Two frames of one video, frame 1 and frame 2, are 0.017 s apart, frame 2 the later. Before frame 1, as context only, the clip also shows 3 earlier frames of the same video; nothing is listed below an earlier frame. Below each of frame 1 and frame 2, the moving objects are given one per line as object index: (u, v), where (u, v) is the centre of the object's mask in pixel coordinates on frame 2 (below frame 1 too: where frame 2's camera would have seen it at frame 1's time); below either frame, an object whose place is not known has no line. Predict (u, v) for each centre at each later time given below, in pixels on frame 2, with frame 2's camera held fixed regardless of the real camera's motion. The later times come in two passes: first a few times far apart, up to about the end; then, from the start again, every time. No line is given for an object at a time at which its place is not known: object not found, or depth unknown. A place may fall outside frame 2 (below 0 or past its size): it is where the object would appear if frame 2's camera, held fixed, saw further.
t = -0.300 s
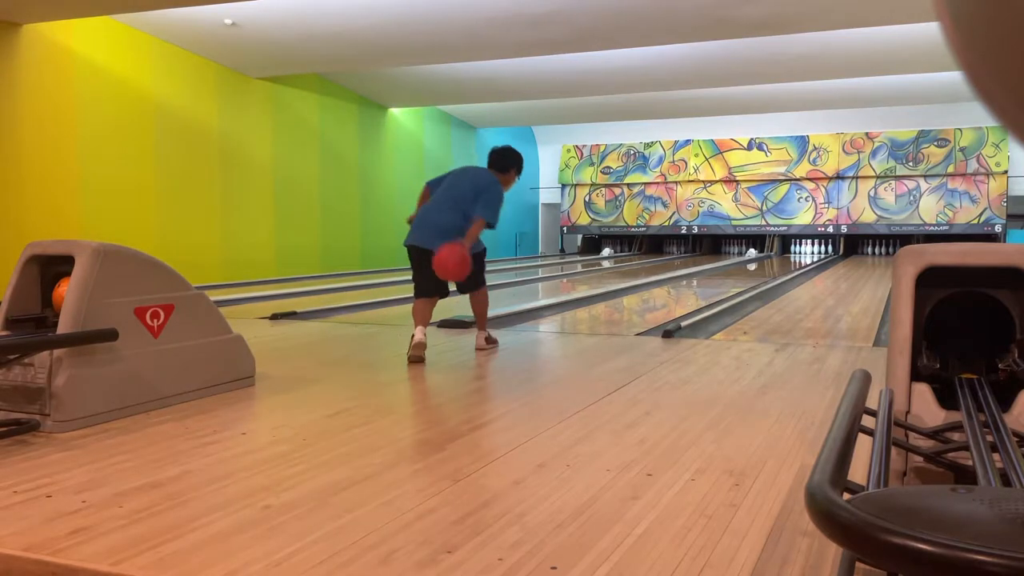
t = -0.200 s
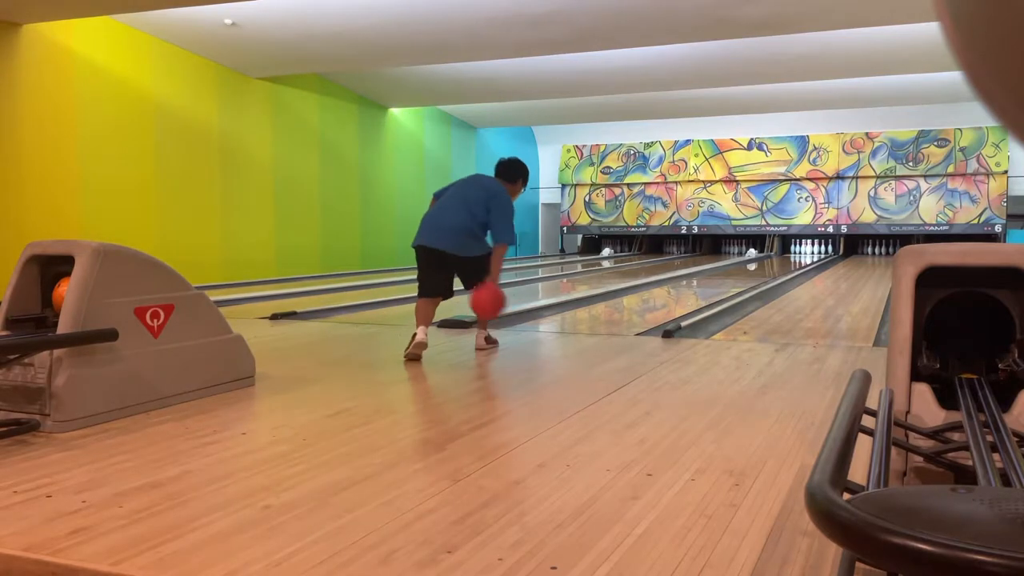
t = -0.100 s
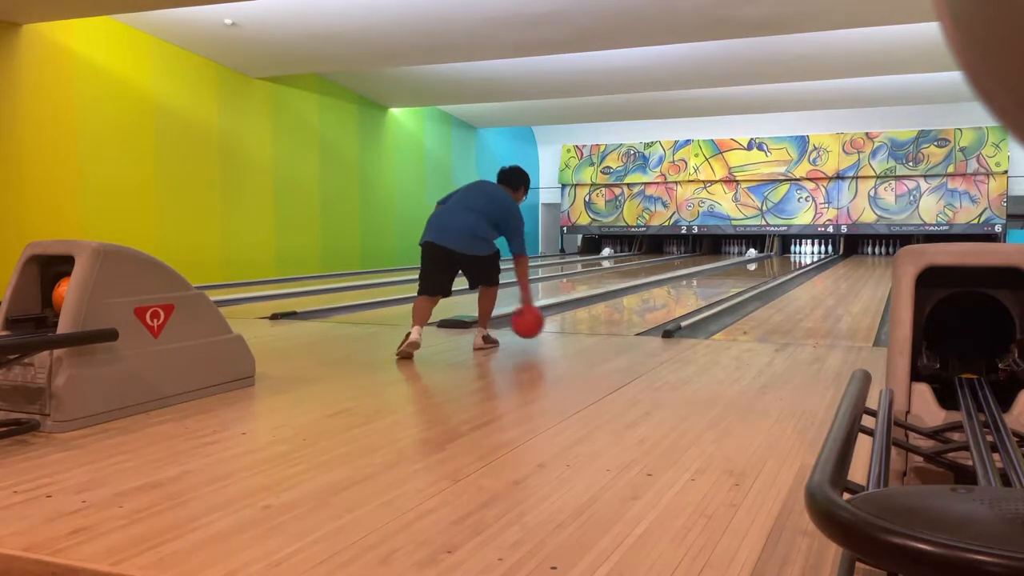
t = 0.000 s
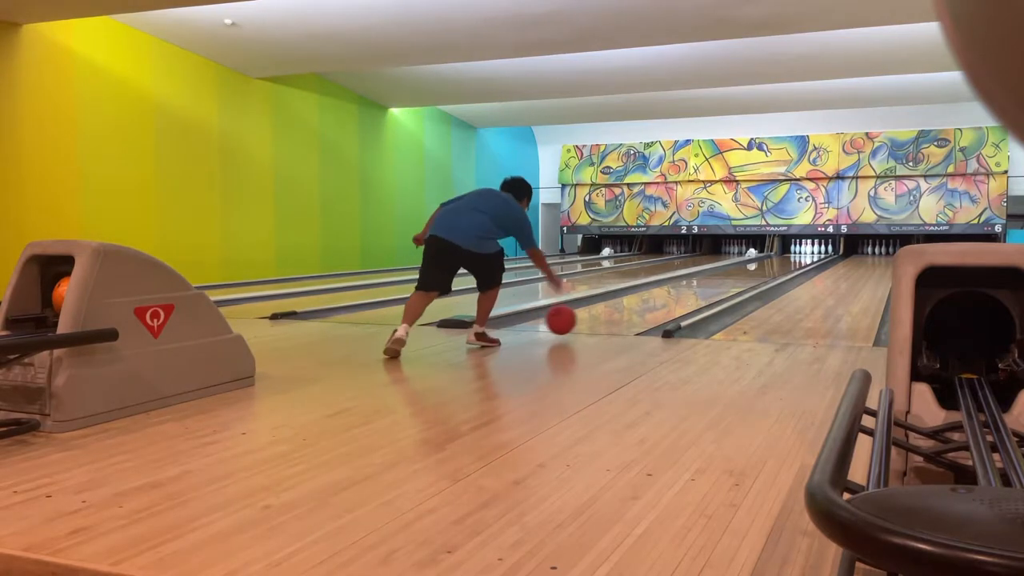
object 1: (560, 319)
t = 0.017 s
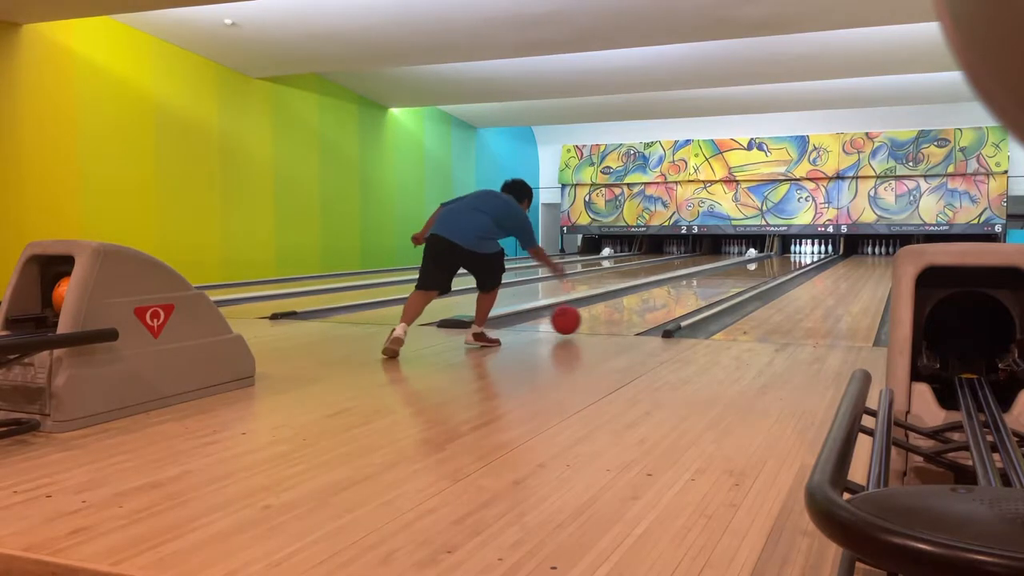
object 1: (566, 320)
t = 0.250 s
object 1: (621, 307)
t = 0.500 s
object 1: (661, 295)
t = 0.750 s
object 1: (689, 287)
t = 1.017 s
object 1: (710, 281)
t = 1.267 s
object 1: (725, 276)
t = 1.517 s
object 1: (738, 272)
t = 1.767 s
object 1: (749, 269)
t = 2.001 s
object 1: (758, 266)
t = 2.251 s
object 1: (766, 263)
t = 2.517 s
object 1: (774, 262)
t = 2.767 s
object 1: (781, 259)
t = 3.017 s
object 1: (786, 257)
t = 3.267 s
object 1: (792, 256)
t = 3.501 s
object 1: (796, 254)
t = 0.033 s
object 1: (570, 320)
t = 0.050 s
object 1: (575, 320)
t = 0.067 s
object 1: (579, 319)
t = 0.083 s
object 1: (584, 317)
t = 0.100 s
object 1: (588, 317)
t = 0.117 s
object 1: (593, 315)
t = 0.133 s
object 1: (596, 314)
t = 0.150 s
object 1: (601, 313)
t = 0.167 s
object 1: (604, 312)
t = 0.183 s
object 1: (608, 311)
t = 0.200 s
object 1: (611, 311)
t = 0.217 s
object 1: (615, 310)
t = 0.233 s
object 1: (618, 308)
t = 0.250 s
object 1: (621, 307)
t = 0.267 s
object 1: (624, 306)
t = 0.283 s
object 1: (627, 306)
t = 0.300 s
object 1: (631, 304)
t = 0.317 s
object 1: (633, 304)
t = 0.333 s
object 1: (636, 302)
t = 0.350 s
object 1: (639, 302)
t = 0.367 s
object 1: (642, 301)
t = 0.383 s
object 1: (644, 300)
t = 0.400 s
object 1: (647, 299)
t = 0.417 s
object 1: (650, 299)
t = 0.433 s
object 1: (652, 298)
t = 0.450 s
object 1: (654, 297)
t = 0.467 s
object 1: (656, 296)
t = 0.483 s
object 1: (659, 296)
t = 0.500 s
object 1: (661, 295)
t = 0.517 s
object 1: (663, 294)
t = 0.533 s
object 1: (666, 294)
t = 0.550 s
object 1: (667, 293)
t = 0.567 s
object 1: (670, 292)
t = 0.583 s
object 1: (672, 292)
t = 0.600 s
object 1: (673, 292)
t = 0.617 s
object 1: (675, 291)
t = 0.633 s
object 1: (677, 291)
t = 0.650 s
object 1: (679, 290)
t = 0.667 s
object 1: (681, 290)
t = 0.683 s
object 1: (682, 289)
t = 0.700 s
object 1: (684, 288)
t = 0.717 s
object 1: (686, 288)
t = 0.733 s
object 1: (687, 288)
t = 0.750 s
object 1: (689, 287)
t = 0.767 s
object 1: (691, 287)
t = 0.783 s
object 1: (692, 286)
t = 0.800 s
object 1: (694, 286)
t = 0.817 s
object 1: (695, 285)
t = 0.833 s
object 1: (697, 285)
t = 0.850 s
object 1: (698, 284)
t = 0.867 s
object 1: (699, 284)
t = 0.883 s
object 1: (701, 284)
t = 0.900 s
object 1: (702, 284)
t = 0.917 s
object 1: (703, 283)
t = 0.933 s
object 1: (705, 283)
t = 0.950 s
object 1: (706, 282)
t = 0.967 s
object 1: (707, 282)
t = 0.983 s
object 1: (708, 282)
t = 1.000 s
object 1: (709, 282)
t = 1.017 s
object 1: (710, 281)
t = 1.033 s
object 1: (711, 281)
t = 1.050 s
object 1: (712, 280)
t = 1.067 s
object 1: (713, 280)
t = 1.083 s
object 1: (714, 280)
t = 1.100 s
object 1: (715, 279)
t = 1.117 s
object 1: (717, 279)
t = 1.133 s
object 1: (718, 279)
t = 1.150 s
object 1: (719, 278)
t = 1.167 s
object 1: (719, 278)
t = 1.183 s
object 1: (720, 278)
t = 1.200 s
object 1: (721, 278)
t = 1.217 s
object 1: (723, 277)
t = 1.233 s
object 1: (723, 277)
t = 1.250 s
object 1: (724, 276)
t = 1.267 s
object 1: (725, 276)
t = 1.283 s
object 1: (726, 276)
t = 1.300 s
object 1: (728, 276)
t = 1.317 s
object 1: (729, 275)
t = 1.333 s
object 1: (729, 275)
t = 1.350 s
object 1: (729, 275)
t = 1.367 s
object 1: (730, 275)
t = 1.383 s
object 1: (731, 274)
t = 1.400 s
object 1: (732, 274)
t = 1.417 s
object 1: (733, 274)
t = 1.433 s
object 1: (734, 273)
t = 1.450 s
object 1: (735, 273)
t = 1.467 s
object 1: (735, 273)
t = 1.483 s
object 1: (737, 272)
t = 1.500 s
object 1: (737, 272)
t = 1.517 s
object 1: (738, 272)
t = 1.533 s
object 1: (738, 272)
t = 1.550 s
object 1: (739, 272)
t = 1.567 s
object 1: (740, 272)
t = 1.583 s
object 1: (741, 272)
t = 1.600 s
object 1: (742, 271)
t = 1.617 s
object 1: (743, 271)
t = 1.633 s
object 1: (743, 271)
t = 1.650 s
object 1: (744, 271)
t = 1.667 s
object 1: (745, 270)
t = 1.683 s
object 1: (745, 270)
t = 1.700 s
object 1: (746, 270)
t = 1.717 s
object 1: (746, 270)
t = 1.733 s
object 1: (747, 270)
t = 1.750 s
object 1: (748, 270)
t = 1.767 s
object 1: (749, 269)
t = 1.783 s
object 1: (750, 269)
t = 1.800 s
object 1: (750, 269)
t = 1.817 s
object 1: (751, 269)
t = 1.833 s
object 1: (751, 268)
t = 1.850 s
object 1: (751, 268)
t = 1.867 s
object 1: (753, 268)
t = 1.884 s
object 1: (755, 267)
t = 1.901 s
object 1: (755, 267)
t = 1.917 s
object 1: (755, 267)
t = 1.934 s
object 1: (756, 267)
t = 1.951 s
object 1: (757, 266)
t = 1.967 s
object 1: (758, 266)
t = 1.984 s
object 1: (758, 266)
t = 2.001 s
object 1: (758, 266)
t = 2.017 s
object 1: (759, 266)
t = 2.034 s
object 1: (760, 265)
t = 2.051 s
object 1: (760, 265)
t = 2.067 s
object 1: (761, 265)
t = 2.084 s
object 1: (762, 265)
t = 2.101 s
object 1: (762, 265)
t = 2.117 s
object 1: (762, 265)
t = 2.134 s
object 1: (763, 265)
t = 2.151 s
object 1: (763, 264)
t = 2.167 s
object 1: (764, 264)
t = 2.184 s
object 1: (764, 264)
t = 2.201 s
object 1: (765, 264)
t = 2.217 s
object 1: (765, 264)
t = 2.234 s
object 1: (766, 263)
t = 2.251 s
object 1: (766, 263)
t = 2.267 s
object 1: (767, 263)
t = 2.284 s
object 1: (767, 263)
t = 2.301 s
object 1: (768, 263)
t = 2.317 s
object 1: (768, 263)
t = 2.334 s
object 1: (769, 263)
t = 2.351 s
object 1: (771, 262)
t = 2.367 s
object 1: (771, 262)
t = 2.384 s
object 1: (771, 262)
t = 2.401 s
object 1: (772, 262)
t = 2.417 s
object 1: (772, 262)
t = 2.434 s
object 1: (772, 262)
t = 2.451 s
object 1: (773, 262)
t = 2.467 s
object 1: (773, 262)
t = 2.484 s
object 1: (773, 262)
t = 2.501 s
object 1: (773, 262)
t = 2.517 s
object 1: (774, 262)
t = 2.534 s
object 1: (774, 261)
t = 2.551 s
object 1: (775, 261)
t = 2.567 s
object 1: (776, 261)
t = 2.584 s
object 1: (776, 261)
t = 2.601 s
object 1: (777, 260)
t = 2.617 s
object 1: (777, 260)
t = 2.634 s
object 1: (777, 260)
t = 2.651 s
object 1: (778, 260)
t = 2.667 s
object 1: (778, 260)
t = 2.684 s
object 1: (778, 260)
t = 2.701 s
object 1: (778, 260)
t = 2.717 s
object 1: (779, 260)
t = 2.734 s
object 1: (779, 260)
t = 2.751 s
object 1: (780, 259)
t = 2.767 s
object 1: (781, 259)
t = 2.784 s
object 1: (781, 259)
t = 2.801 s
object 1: (781, 259)
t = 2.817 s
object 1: (782, 259)
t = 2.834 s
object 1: (782, 259)
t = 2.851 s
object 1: (783, 259)
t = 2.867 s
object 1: (783, 258)
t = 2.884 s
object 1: (783, 258)
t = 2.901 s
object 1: (784, 258)
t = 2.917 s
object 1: (784, 258)
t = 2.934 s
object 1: (784, 258)
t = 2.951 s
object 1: (785, 258)
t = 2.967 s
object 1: (785, 258)
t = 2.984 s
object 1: (786, 258)
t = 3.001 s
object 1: (786, 257)
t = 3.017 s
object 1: (786, 257)
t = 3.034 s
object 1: (787, 257)
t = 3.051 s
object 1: (787, 257)
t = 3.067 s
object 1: (787, 257)
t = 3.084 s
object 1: (788, 257)
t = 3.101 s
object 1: (789, 257)
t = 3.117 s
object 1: (788, 257)
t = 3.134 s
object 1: (789, 257)
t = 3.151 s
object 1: (789, 257)
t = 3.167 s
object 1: (789, 257)
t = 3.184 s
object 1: (790, 256)
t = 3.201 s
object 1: (790, 256)
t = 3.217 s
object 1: (791, 256)
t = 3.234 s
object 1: (792, 256)
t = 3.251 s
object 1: (792, 256)
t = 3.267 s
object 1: (792, 256)
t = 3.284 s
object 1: (792, 256)
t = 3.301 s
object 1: (792, 255)
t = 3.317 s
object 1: (793, 255)
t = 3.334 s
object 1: (793, 255)
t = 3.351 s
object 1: (794, 255)
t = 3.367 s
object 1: (794, 255)
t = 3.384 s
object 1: (794, 255)
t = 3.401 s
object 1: (794, 255)
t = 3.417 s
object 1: (795, 254)
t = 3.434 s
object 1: (795, 255)
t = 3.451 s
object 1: (796, 254)
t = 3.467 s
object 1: (796, 254)
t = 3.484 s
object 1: (796, 254)
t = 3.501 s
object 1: (796, 254)
